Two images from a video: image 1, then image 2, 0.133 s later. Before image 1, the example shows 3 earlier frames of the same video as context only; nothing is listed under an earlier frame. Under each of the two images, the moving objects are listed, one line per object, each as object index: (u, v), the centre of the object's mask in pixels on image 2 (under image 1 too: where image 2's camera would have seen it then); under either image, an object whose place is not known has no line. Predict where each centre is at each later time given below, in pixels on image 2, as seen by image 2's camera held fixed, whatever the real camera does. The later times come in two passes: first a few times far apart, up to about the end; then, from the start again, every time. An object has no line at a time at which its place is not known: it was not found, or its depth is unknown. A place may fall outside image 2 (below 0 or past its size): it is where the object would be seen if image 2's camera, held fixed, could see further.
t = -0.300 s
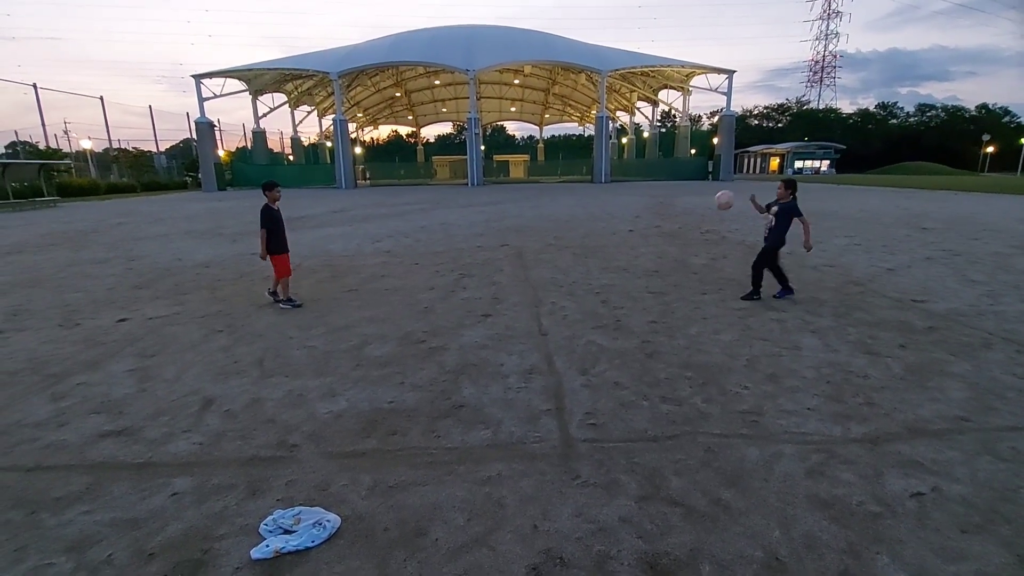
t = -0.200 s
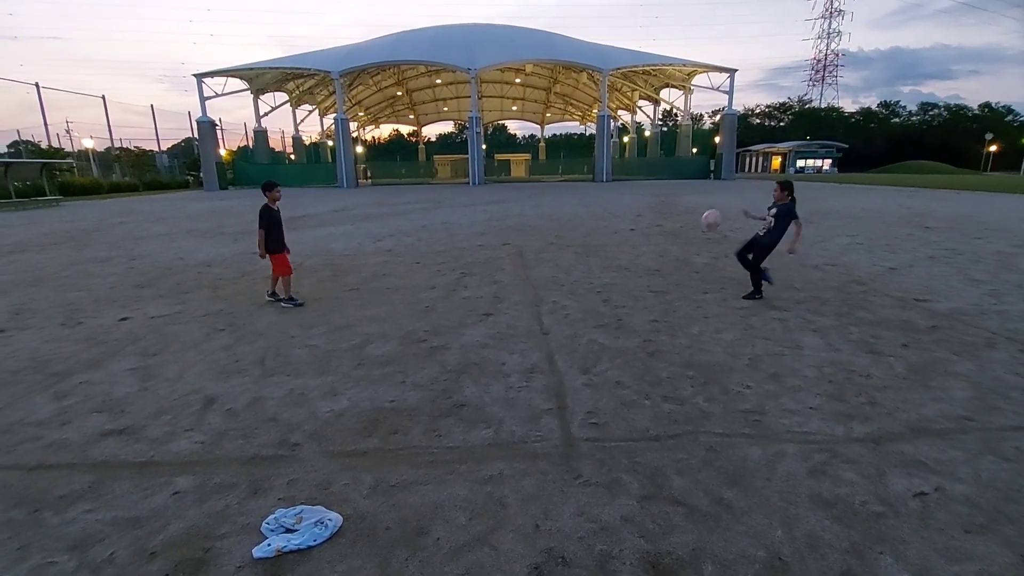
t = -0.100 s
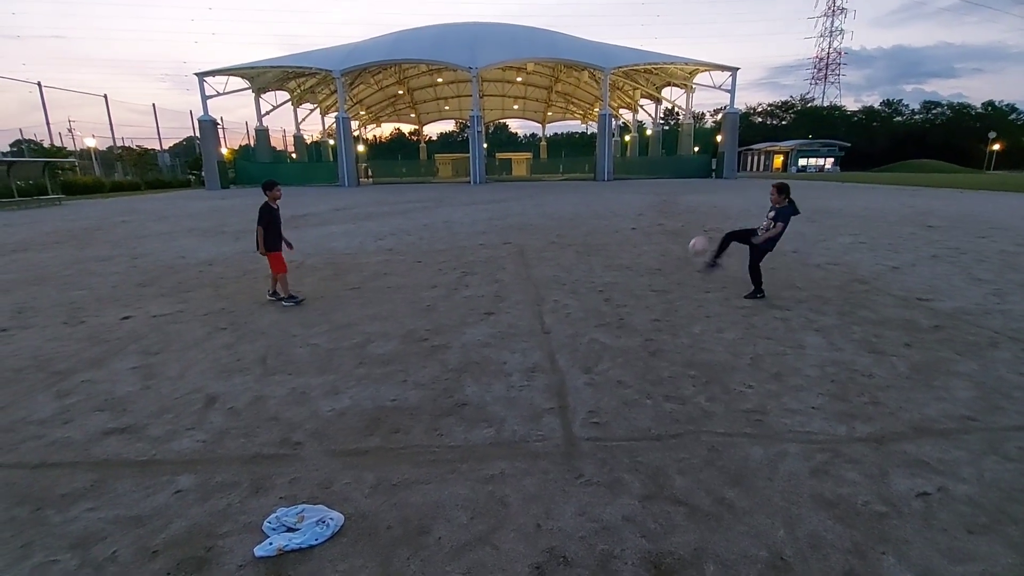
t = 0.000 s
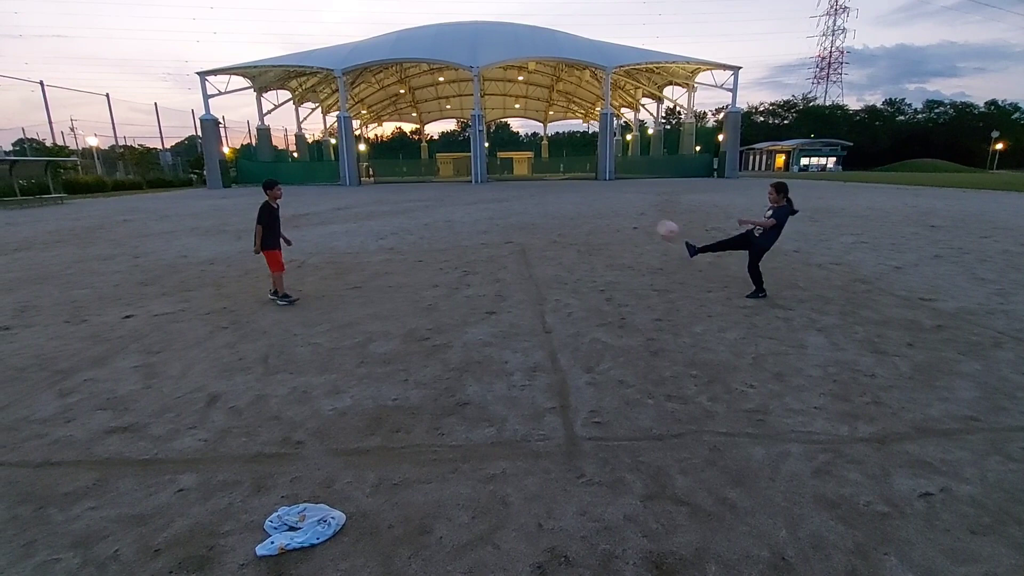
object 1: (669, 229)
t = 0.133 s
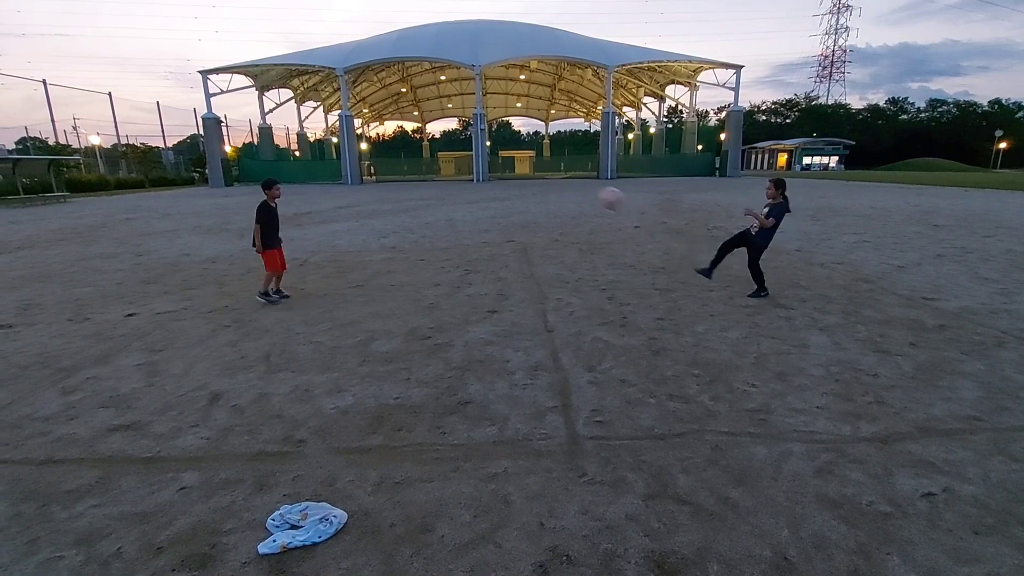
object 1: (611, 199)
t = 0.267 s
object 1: (540, 178)
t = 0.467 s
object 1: (400, 185)
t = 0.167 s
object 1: (594, 192)
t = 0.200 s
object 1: (576, 186)
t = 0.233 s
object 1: (558, 181)
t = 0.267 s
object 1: (540, 178)
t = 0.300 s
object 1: (518, 176)
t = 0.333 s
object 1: (497, 175)
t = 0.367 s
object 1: (474, 176)
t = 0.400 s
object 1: (451, 177)
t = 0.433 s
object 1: (426, 181)
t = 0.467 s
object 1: (400, 185)
